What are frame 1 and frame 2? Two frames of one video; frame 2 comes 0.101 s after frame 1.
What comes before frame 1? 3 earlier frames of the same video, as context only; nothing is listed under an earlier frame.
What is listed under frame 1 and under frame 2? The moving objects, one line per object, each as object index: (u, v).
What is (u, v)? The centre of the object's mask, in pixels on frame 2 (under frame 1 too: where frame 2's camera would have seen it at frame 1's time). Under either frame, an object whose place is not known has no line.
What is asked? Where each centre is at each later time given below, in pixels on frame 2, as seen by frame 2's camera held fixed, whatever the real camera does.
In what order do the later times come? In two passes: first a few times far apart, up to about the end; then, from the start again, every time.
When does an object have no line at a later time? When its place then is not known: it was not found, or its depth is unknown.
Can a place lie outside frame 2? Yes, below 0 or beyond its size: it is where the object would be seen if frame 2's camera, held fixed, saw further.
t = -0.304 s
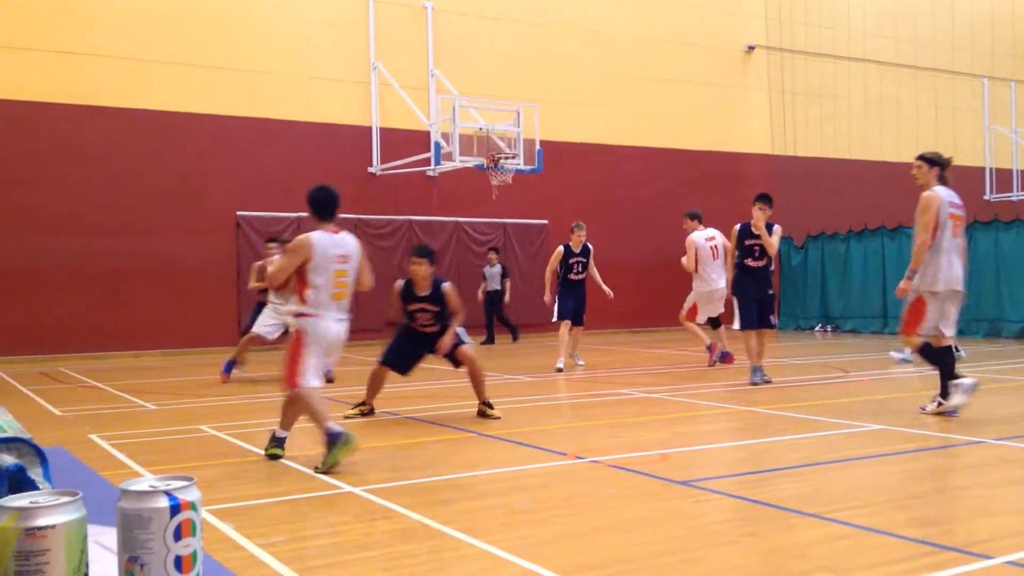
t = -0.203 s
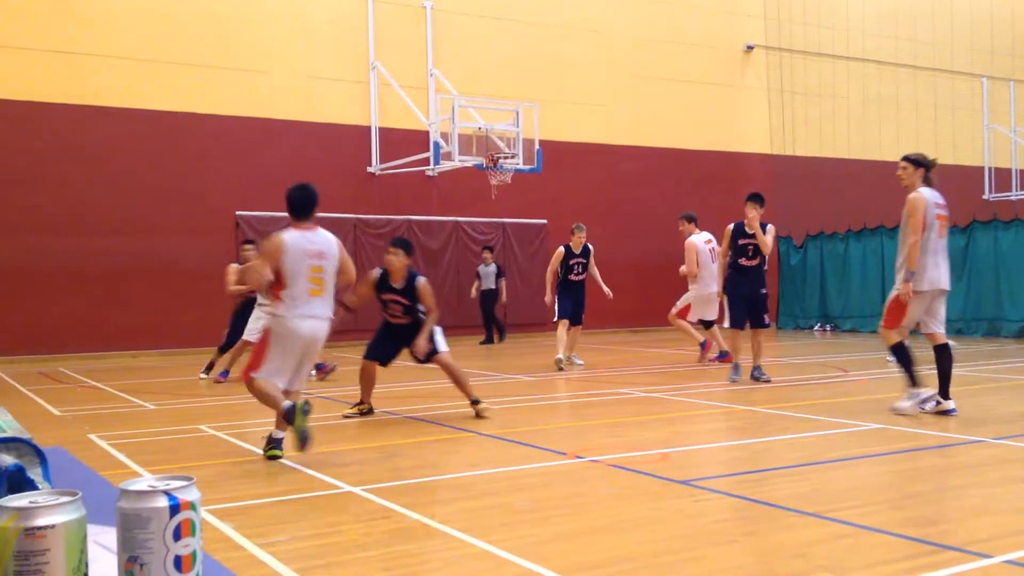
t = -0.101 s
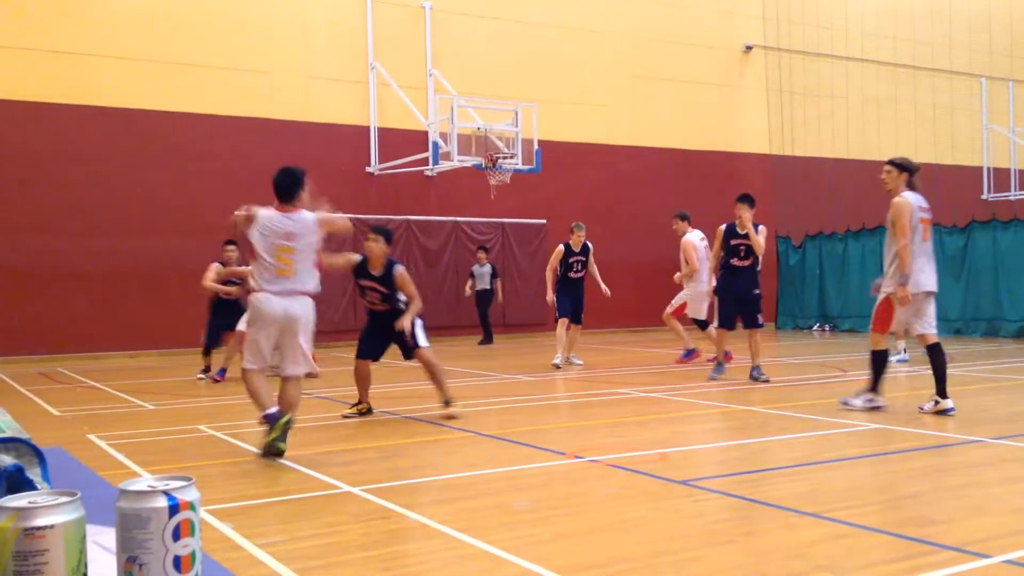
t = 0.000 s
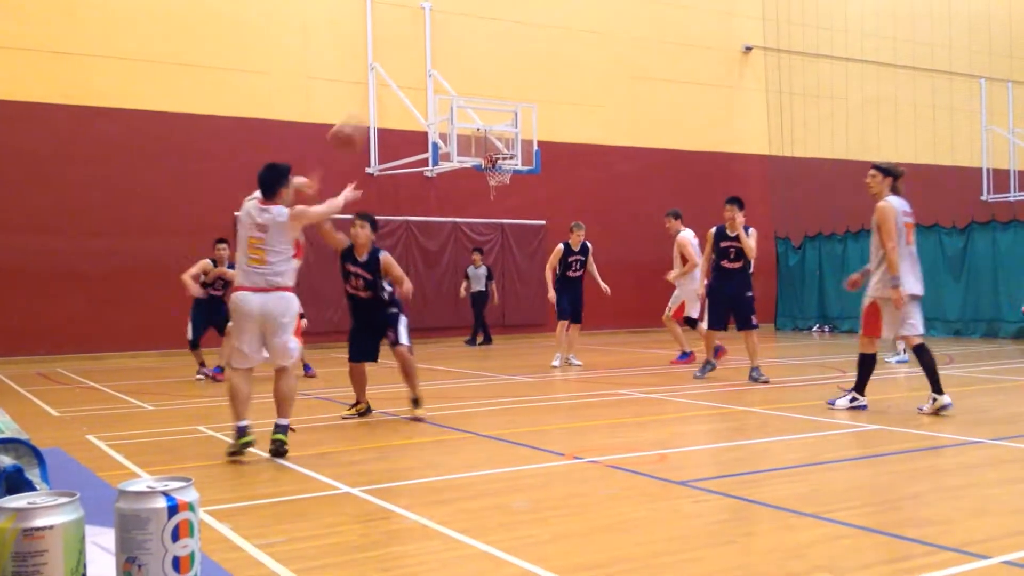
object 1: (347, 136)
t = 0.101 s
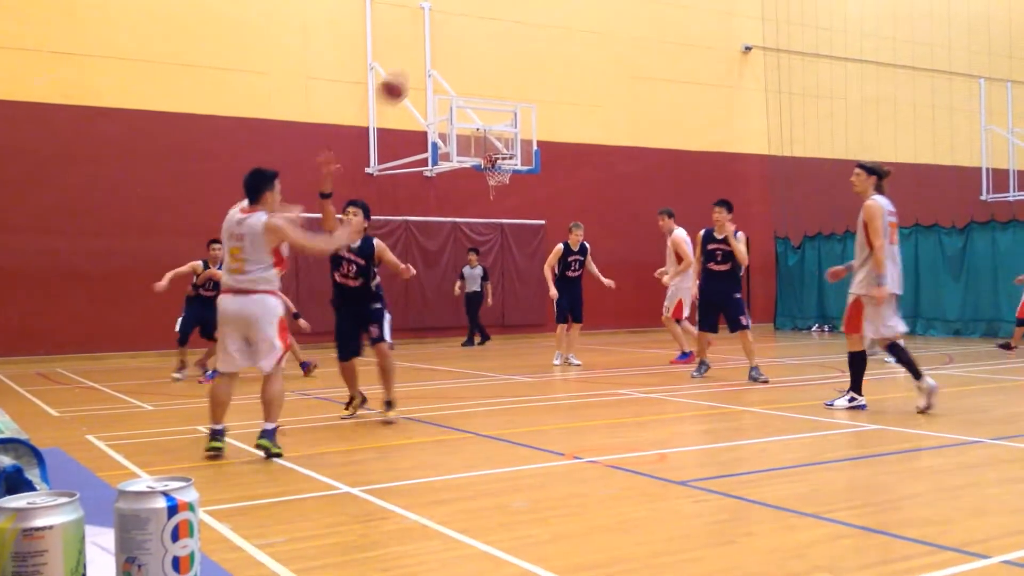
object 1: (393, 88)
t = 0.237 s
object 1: (441, 55)
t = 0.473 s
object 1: (505, 49)
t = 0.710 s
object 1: (553, 86)
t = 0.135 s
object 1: (406, 77)
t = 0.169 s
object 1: (418, 69)
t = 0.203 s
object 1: (430, 61)
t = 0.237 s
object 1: (441, 55)
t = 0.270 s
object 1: (452, 51)
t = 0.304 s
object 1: (462, 47)
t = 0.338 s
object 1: (471, 46)
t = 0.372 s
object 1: (480, 45)
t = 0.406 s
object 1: (489, 45)
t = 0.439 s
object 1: (497, 47)
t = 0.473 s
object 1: (505, 49)
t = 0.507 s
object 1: (512, 52)
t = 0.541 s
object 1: (519, 56)
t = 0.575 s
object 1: (527, 61)
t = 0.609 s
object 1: (533, 66)
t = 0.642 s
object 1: (540, 72)
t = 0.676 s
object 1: (547, 78)
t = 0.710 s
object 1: (553, 86)
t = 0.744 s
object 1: (559, 94)
